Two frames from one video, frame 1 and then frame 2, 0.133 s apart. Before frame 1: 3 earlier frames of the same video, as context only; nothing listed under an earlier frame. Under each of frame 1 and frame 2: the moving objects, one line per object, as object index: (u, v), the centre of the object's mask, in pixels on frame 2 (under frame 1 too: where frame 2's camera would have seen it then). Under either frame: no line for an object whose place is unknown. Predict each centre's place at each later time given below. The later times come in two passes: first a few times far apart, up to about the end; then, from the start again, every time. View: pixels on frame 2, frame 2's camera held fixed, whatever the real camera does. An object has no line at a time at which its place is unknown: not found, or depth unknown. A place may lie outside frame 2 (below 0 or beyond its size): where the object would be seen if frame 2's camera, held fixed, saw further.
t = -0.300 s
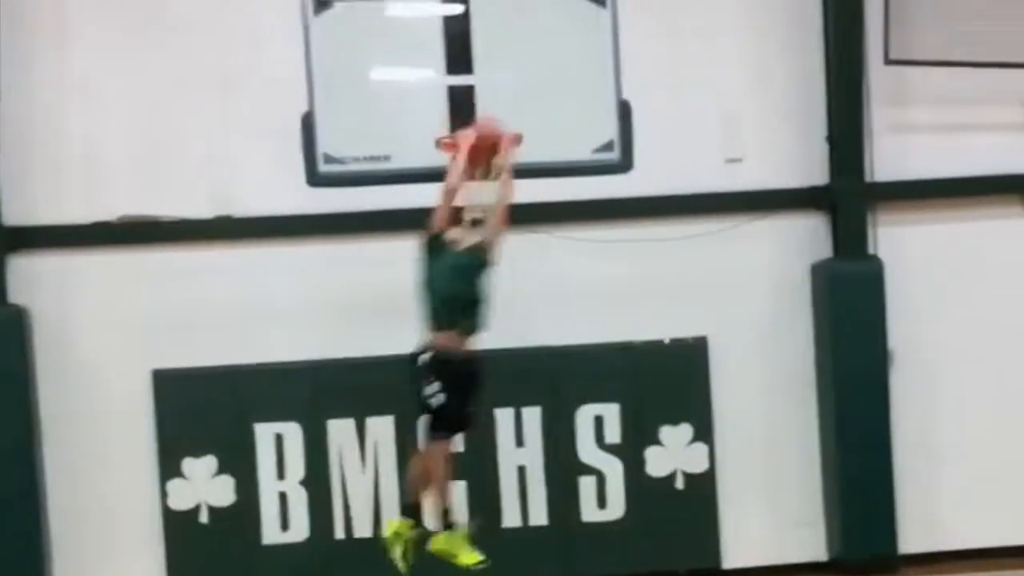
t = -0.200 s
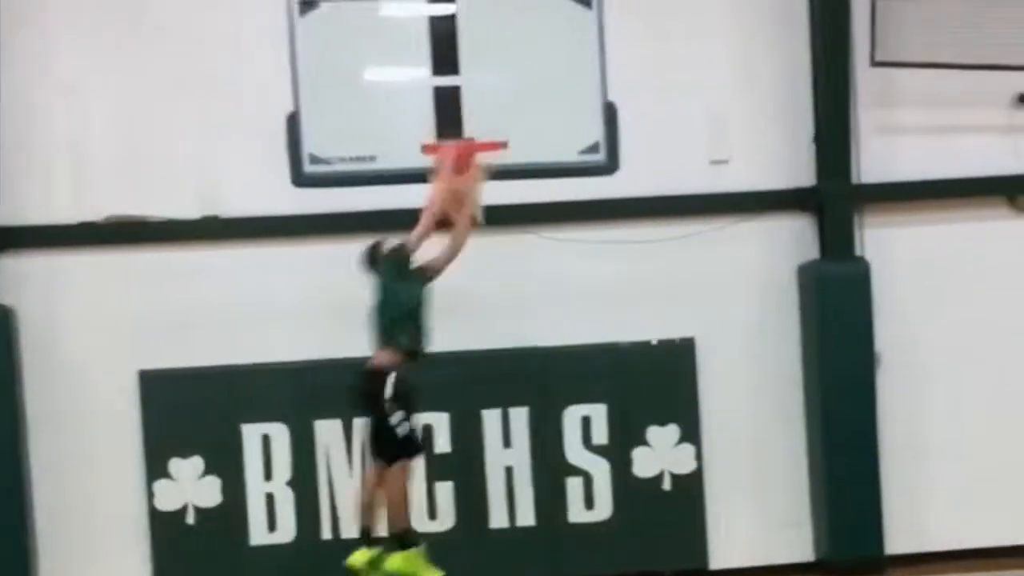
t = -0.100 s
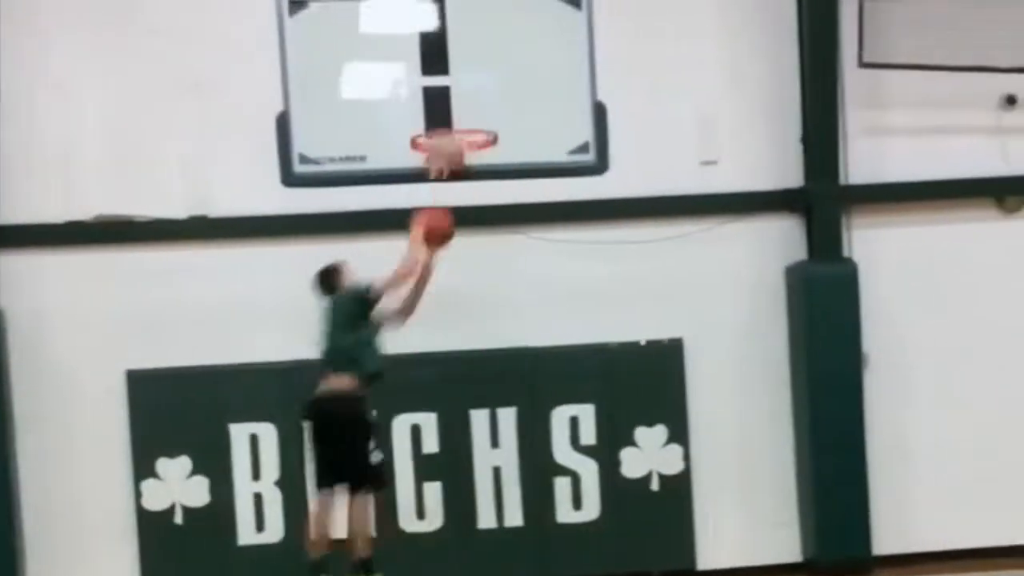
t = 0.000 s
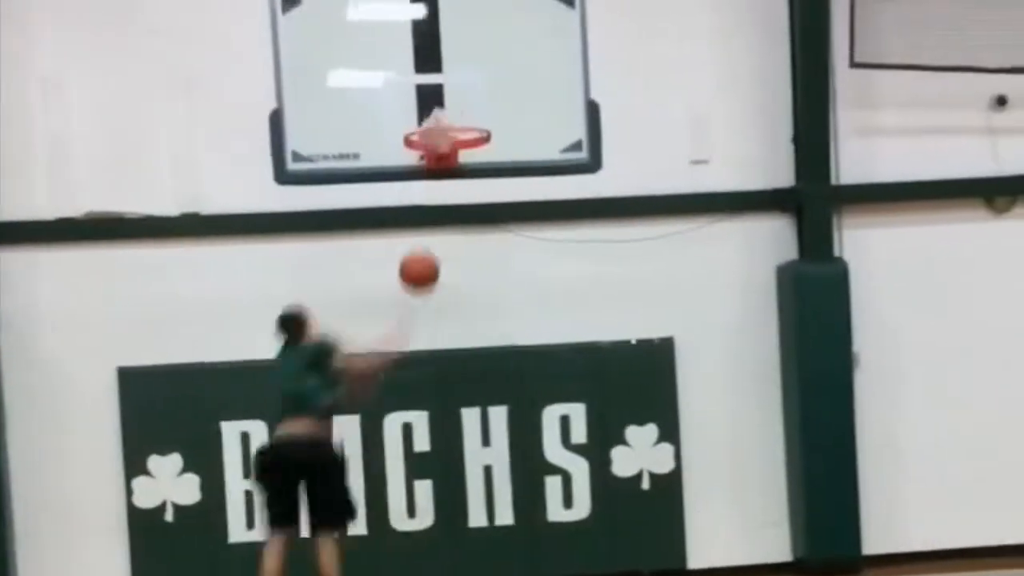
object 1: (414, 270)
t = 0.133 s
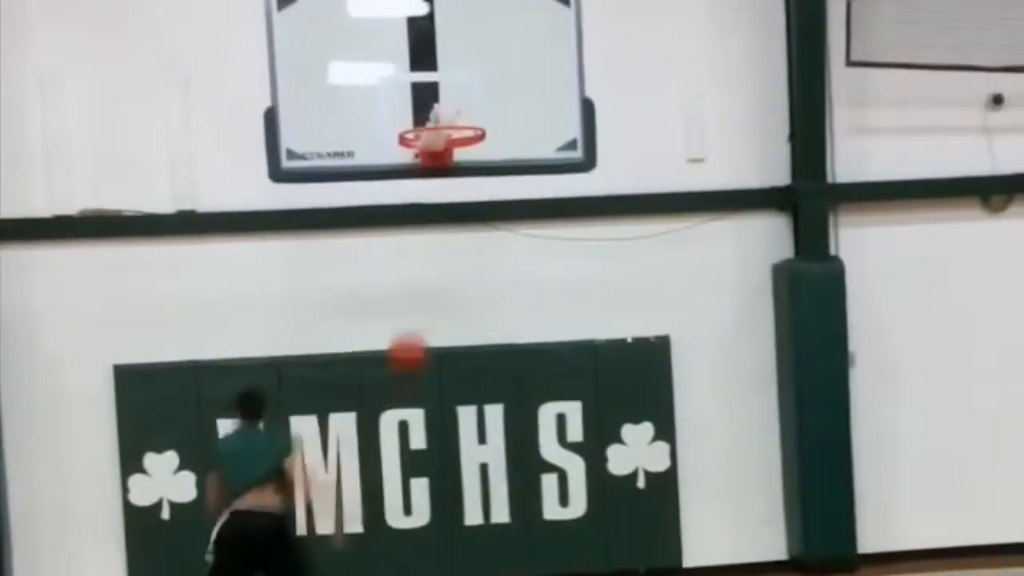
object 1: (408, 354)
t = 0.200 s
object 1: (405, 404)
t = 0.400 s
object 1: (396, 584)
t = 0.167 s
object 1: (406, 373)
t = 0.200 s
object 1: (405, 404)
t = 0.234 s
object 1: (404, 436)
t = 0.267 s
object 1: (402, 466)
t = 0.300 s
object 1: (401, 501)
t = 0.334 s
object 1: (399, 535)
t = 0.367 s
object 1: (398, 566)
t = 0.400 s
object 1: (396, 584)
